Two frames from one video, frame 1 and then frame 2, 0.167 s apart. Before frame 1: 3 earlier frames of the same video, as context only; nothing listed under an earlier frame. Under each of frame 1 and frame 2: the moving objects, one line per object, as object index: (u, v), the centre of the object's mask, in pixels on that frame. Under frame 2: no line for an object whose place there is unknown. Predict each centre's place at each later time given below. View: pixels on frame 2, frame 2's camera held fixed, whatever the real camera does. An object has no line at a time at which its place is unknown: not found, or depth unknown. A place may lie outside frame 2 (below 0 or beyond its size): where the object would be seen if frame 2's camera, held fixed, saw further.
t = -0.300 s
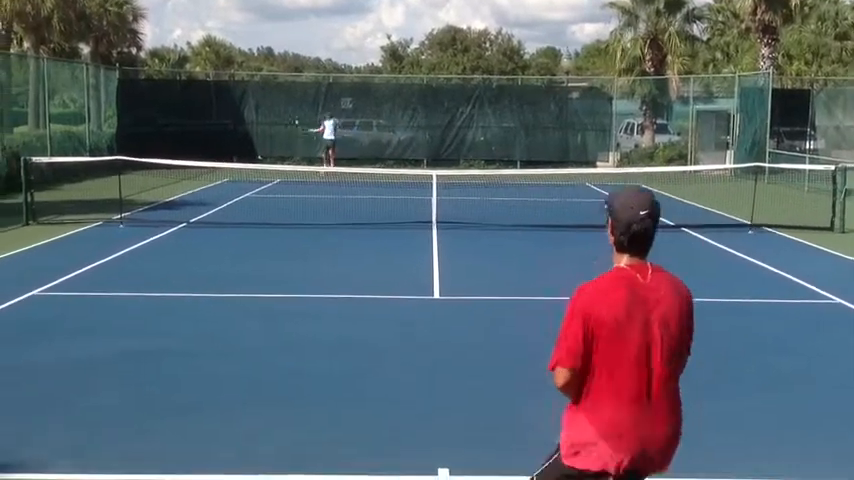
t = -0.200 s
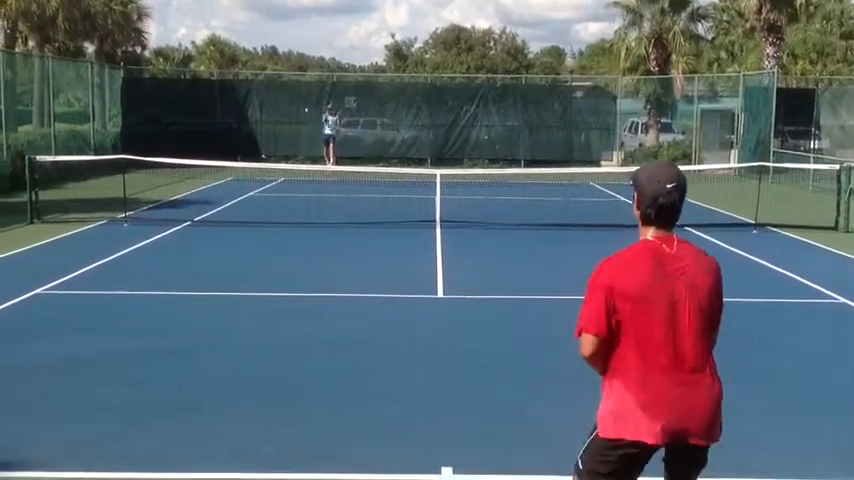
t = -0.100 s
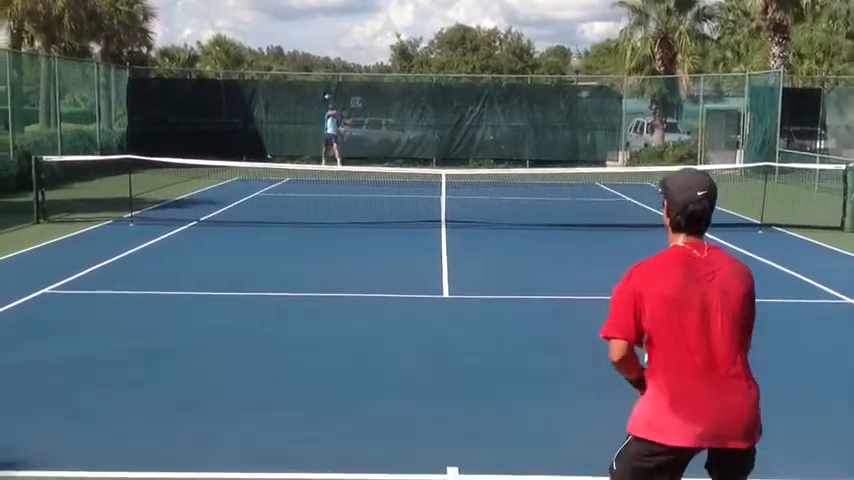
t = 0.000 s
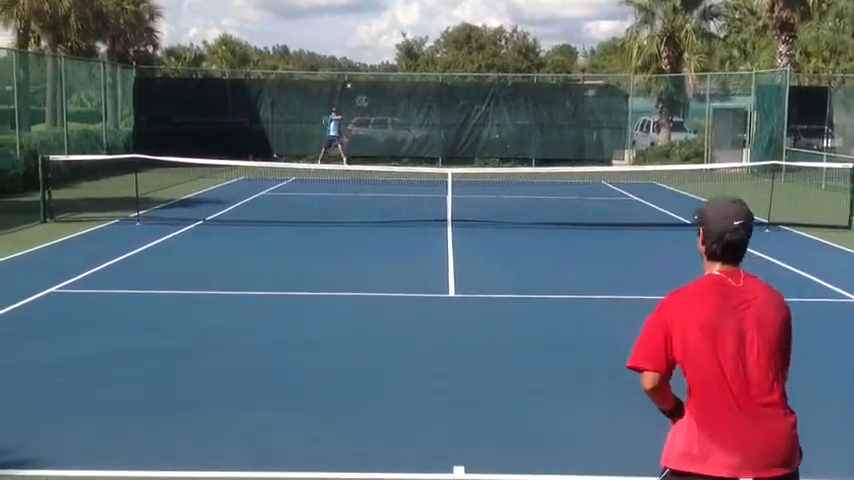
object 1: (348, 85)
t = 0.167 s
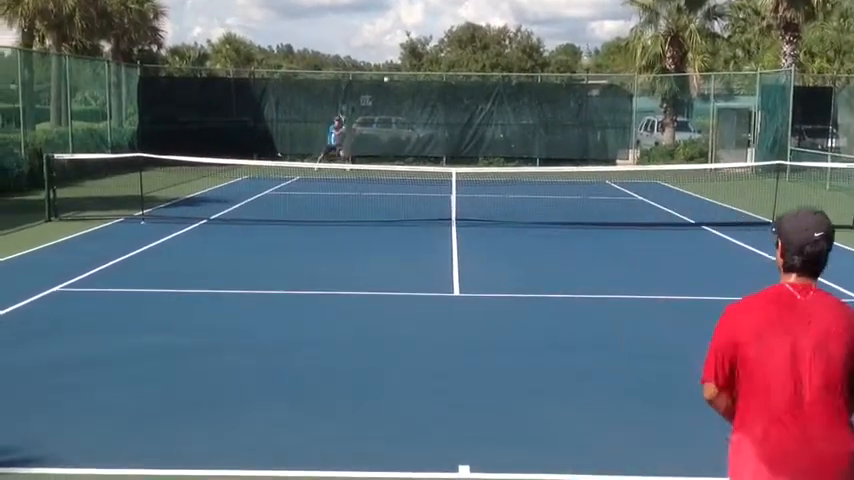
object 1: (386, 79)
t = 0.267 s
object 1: (410, 86)
